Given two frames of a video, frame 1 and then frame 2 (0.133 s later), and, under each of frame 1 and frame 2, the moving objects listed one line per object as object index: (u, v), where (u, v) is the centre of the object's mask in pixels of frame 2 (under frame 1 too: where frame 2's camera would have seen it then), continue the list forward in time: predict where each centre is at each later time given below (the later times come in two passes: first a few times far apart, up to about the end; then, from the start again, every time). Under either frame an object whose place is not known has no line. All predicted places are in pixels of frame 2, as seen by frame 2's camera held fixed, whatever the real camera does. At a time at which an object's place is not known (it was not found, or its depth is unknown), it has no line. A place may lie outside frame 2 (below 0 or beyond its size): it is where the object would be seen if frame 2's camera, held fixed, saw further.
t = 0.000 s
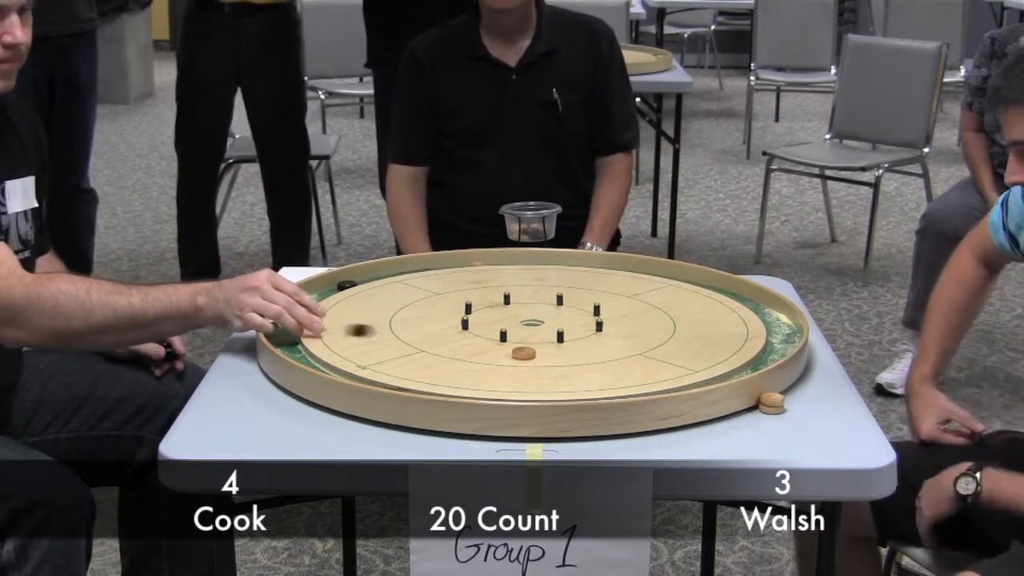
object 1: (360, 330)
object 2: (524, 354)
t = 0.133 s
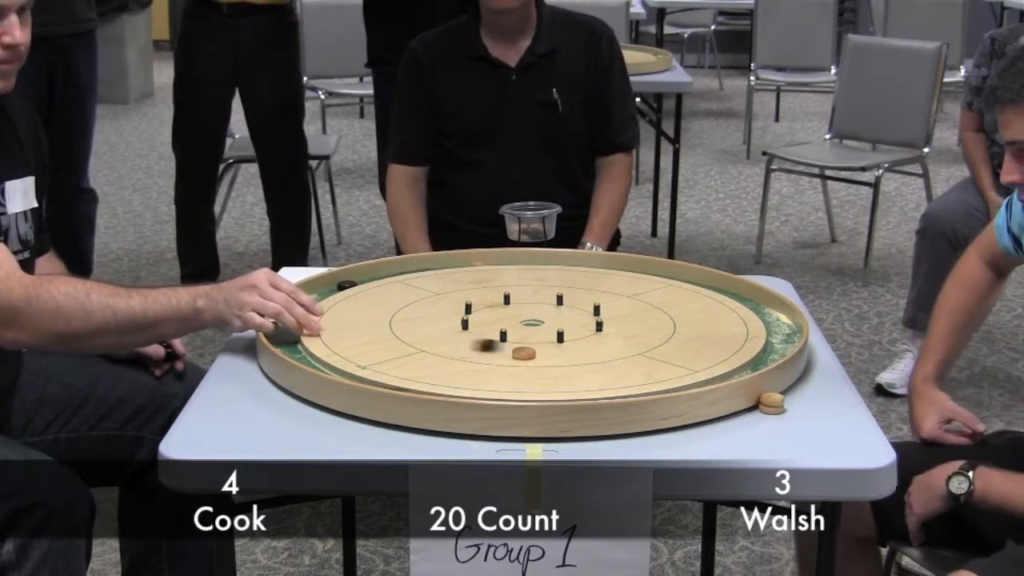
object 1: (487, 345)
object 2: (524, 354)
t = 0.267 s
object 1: (534, 341)
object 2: (587, 371)
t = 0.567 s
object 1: (536, 332)
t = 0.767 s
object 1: (536, 332)
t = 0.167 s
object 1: (511, 347)
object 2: (532, 356)
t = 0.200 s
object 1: (519, 345)
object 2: (550, 361)
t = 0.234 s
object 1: (527, 342)
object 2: (570, 366)
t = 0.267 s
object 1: (534, 341)
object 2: (587, 371)
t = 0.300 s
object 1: (541, 339)
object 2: (606, 376)
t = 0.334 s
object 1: (545, 338)
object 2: (623, 380)
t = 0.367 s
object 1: (544, 336)
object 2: (640, 384)
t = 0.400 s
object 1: (543, 335)
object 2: (655, 387)
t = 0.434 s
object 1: (542, 335)
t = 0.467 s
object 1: (541, 334)
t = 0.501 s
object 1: (540, 334)
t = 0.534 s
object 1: (537, 333)
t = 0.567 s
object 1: (536, 332)
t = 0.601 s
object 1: (536, 332)
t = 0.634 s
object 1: (536, 332)
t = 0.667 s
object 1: (536, 333)
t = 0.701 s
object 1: (536, 332)
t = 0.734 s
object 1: (536, 332)
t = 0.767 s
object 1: (536, 332)
